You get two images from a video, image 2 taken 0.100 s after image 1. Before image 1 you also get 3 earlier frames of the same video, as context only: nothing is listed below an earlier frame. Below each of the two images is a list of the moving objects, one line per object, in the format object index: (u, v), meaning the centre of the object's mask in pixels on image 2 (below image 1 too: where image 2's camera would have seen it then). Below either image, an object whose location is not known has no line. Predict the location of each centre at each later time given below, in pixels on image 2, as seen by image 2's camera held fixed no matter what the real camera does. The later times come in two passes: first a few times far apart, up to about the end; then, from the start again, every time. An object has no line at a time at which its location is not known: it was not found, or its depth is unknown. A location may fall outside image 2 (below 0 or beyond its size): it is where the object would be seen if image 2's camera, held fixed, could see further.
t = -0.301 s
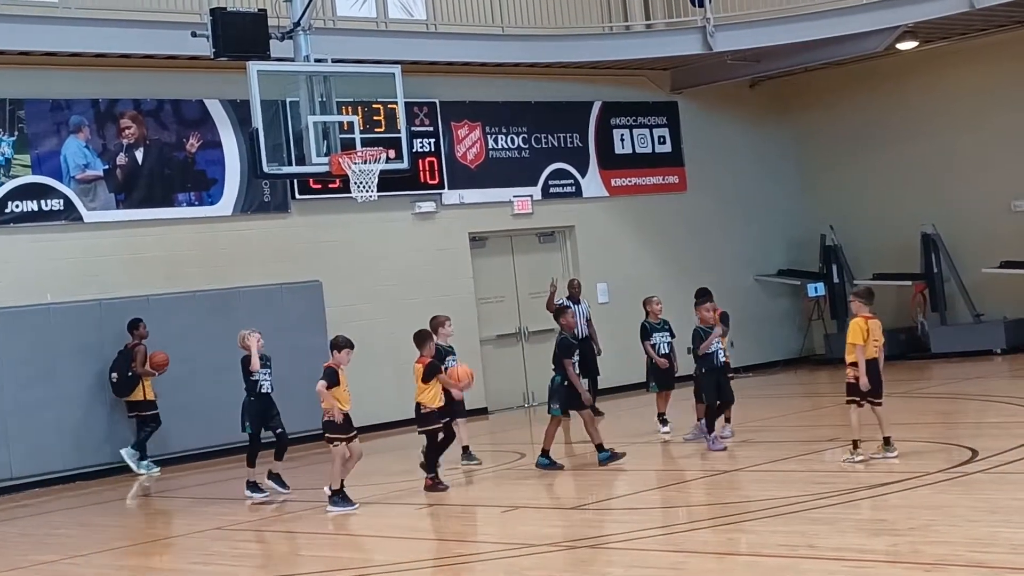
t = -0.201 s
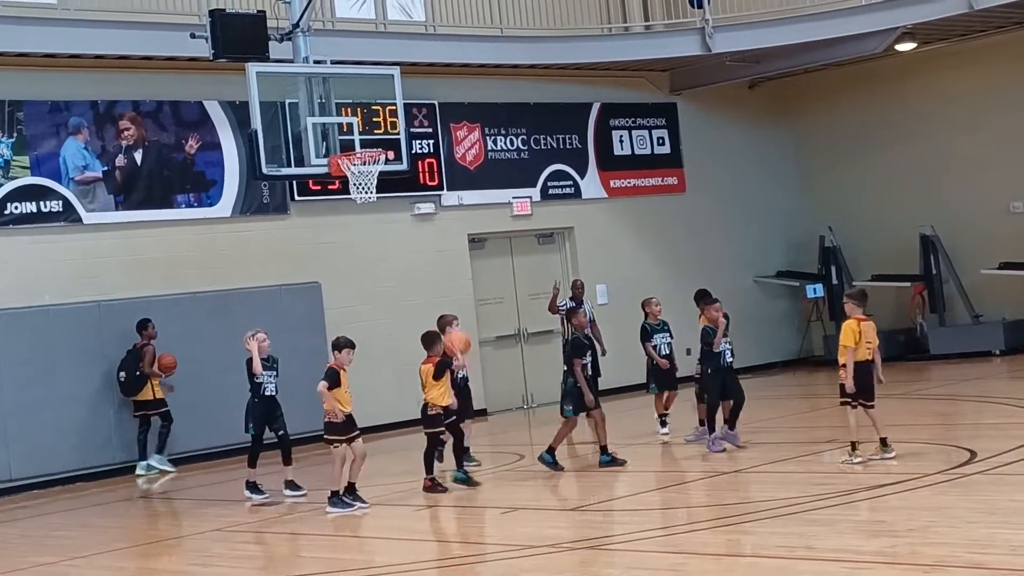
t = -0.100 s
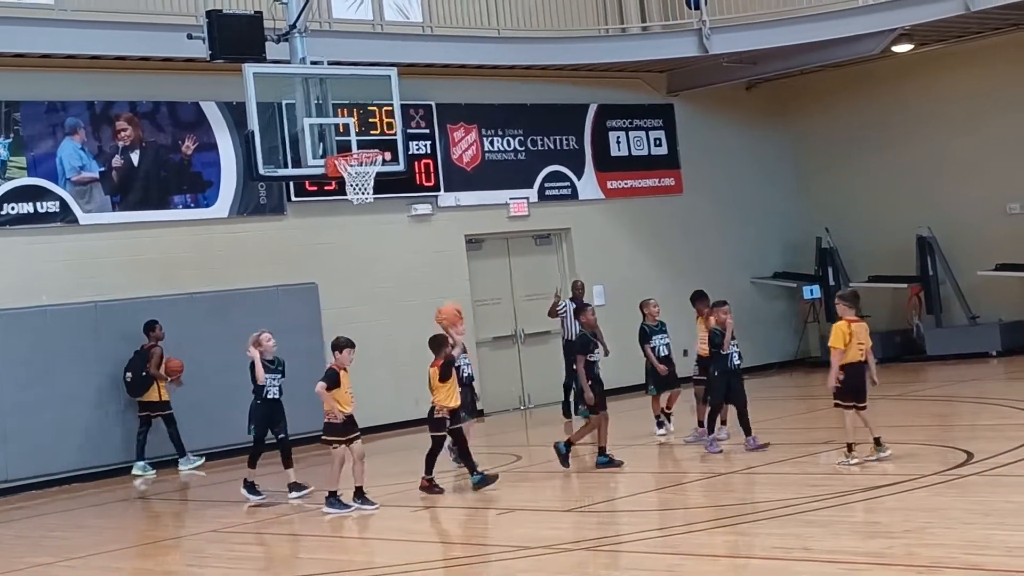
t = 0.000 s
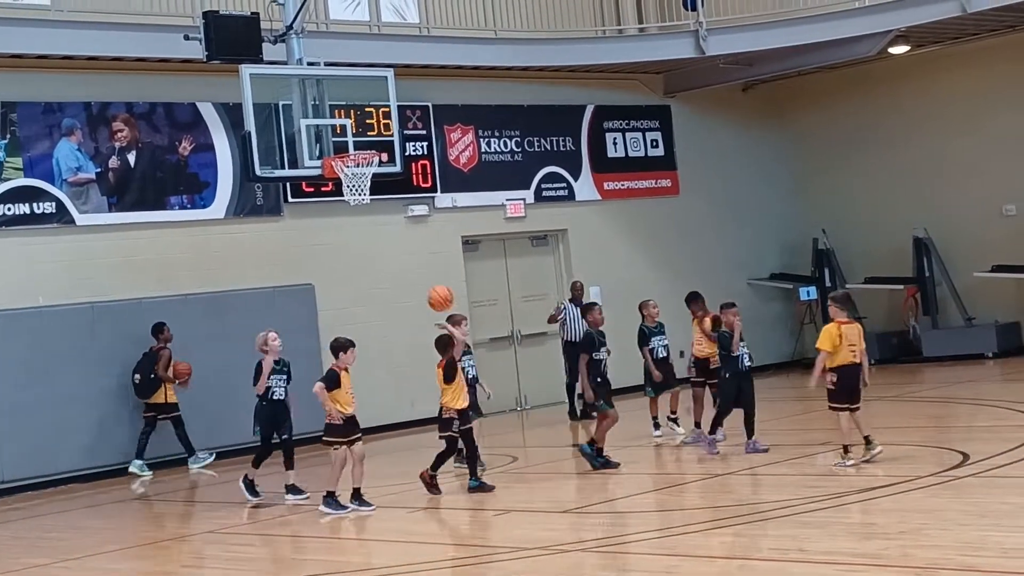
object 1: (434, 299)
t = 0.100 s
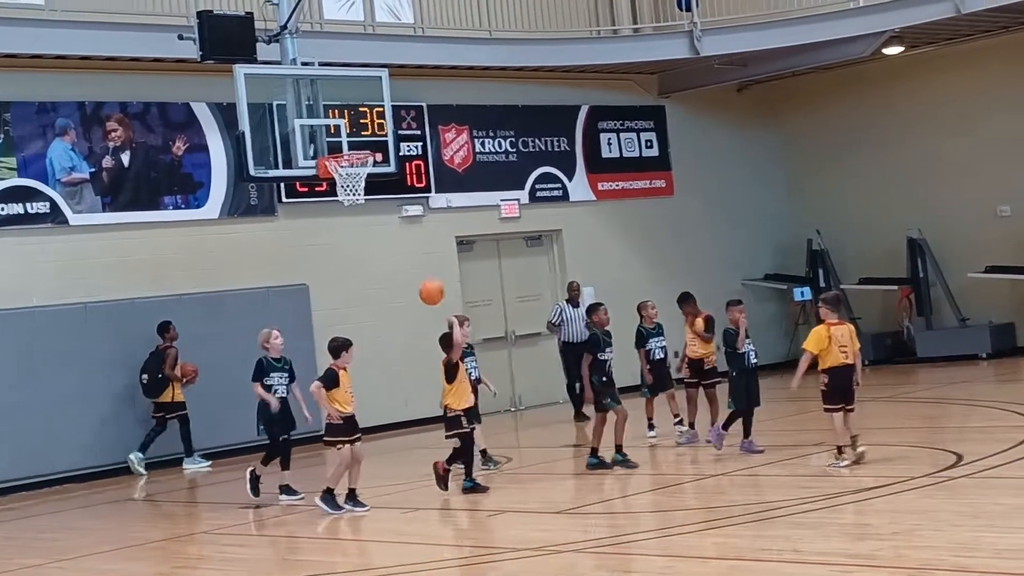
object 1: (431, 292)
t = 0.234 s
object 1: (429, 300)
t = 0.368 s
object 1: (429, 327)
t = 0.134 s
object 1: (431, 292)
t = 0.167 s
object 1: (430, 294)
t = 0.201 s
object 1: (429, 296)
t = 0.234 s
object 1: (429, 300)
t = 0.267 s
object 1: (429, 305)
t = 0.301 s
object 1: (428, 311)
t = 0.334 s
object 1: (429, 319)
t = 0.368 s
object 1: (429, 327)
